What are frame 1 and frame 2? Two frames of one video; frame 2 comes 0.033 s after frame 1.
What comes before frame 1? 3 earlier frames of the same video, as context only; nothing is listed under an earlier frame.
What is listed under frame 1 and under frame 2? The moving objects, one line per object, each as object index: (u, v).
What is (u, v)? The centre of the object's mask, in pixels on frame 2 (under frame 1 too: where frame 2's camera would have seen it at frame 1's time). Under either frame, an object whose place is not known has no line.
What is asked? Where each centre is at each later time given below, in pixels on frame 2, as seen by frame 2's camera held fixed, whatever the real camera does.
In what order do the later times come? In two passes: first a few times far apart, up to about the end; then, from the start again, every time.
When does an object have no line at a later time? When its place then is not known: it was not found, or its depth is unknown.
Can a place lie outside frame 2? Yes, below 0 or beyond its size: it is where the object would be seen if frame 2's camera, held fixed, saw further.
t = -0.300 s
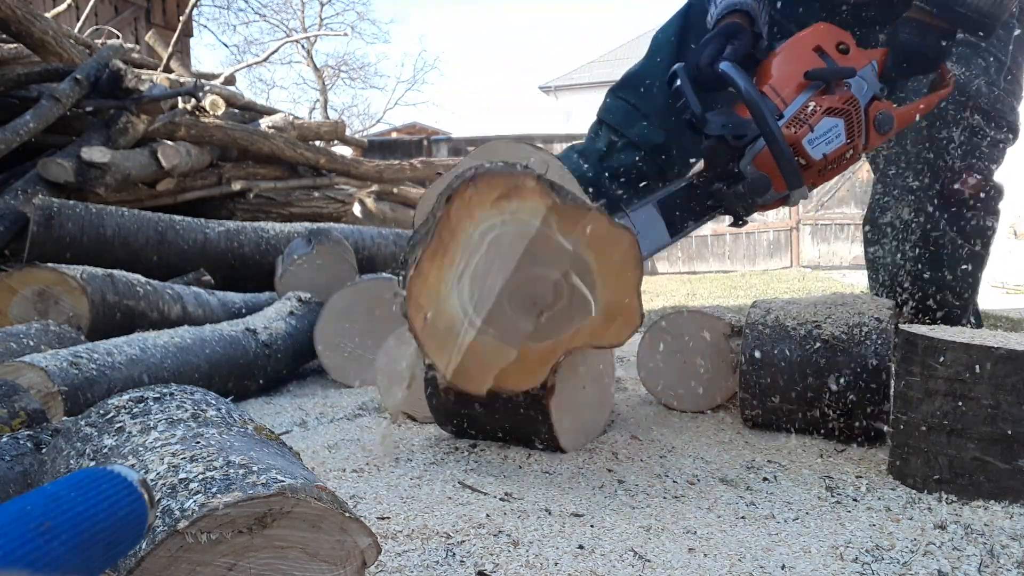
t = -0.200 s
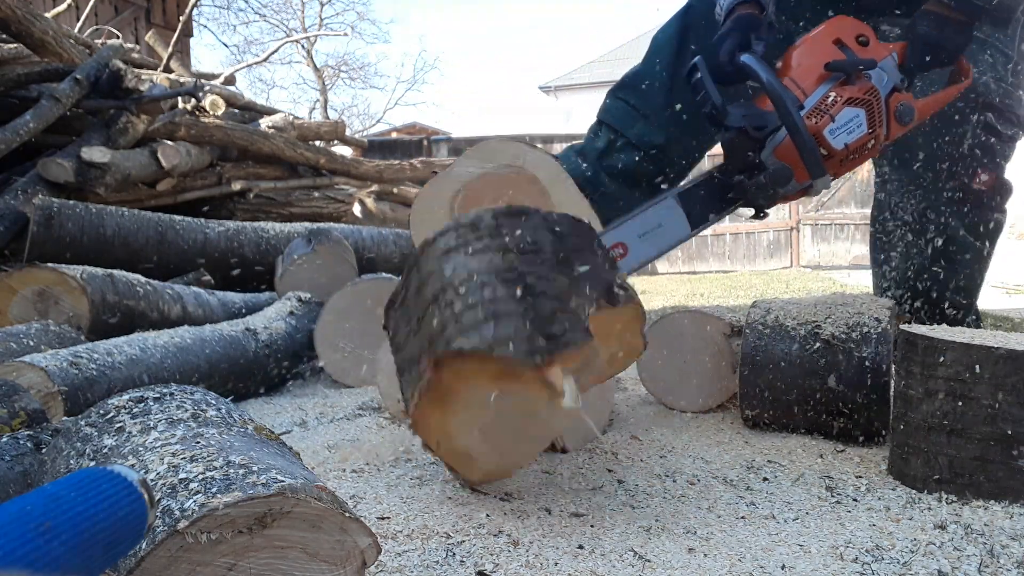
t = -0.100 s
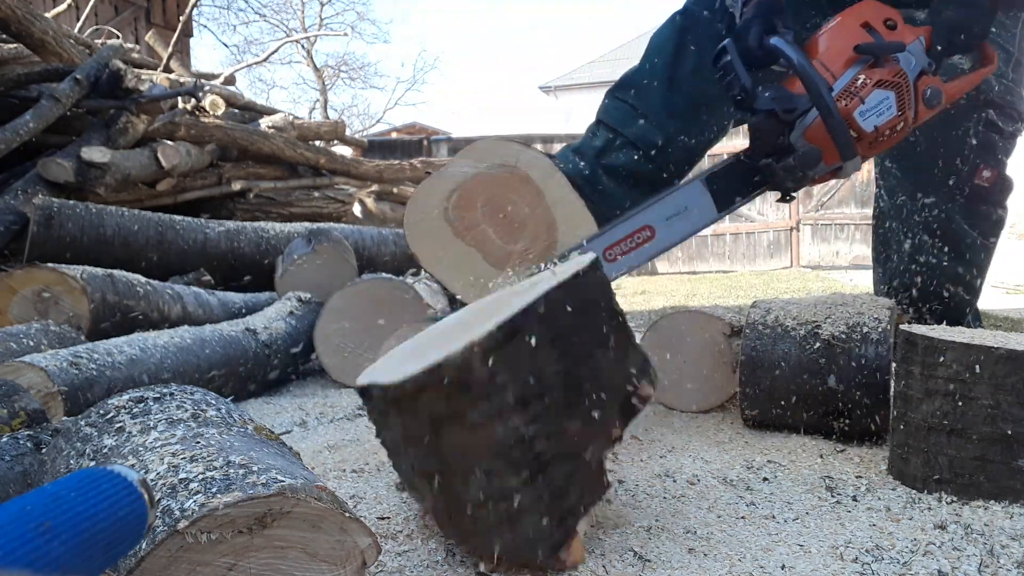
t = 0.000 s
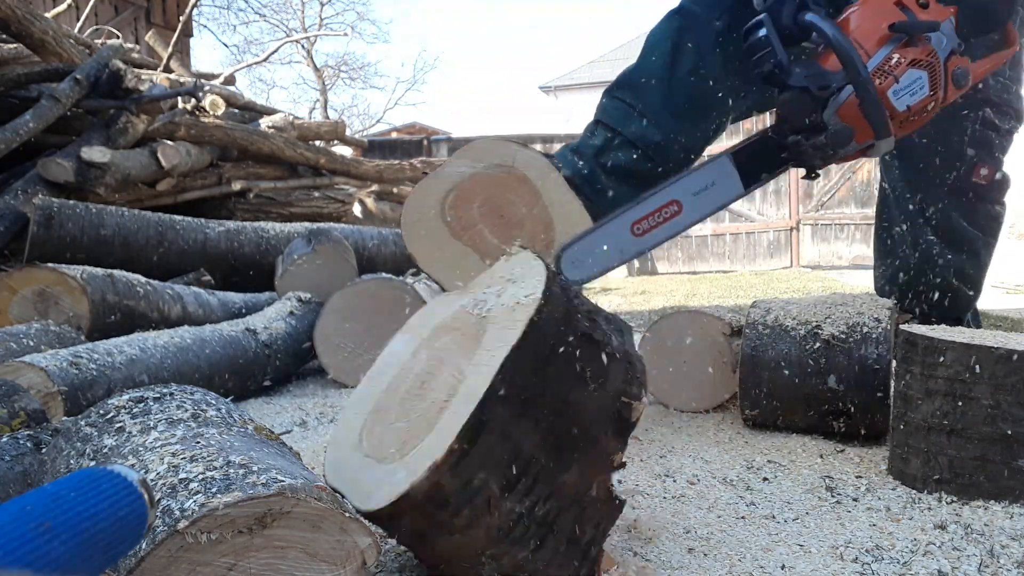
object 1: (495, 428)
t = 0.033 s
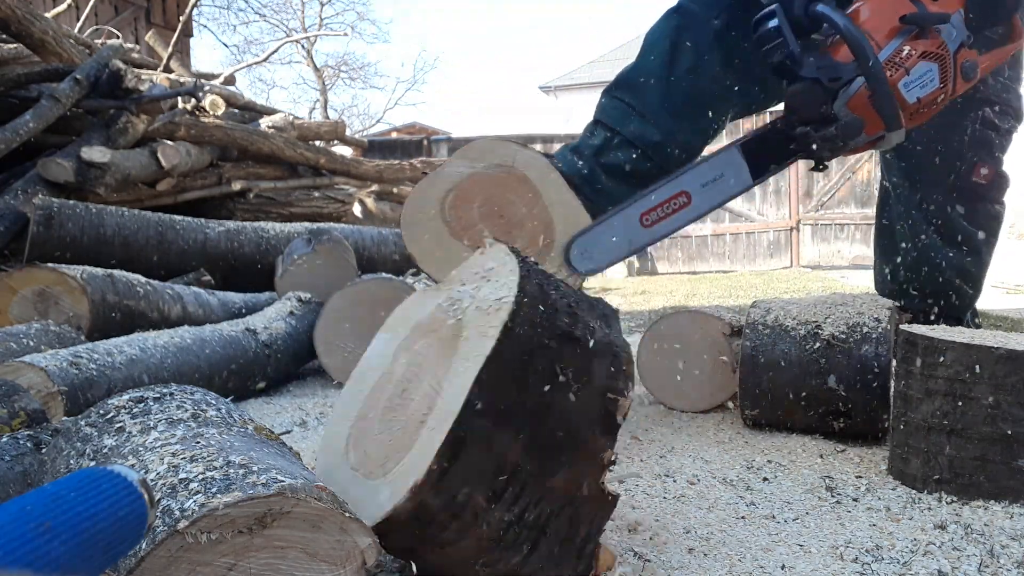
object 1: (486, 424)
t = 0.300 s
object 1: (421, 421)
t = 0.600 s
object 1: (427, 424)
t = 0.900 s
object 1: (427, 424)
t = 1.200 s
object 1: (425, 423)
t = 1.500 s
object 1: (425, 423)
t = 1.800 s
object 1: (425, 423)
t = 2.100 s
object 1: (424, 423)
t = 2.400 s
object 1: (424, 423)
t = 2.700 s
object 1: (424, 423)
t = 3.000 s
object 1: (424, 423)
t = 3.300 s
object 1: (424, 423)
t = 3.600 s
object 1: (424, 423)
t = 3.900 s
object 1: (424, 423)
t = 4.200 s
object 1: (424, 423)
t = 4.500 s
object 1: (424, 423)
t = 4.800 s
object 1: (424, 423)
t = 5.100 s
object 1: (424, 423)
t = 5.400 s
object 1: (424, 423)
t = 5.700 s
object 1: (424, 423)
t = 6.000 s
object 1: (424, 423)
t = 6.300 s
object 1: (424, 423)
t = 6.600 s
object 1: (424, 423)
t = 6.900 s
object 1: (424, 423)
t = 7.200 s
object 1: (424, 423)
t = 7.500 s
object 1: (424, 423)
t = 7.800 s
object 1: (425, 423)
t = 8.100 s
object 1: (425, 423)
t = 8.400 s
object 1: (425, 423)
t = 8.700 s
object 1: (424, 423)
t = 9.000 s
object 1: (424, 423)
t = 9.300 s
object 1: (424, 423)
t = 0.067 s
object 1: (476, 422)
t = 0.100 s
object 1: (466, 420)
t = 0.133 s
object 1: (456, 420)
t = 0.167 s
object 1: (445, 421)
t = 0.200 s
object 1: (437, 423)
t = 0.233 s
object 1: (428, 423)
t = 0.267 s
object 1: (422, 422)
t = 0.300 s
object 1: (421, 421)
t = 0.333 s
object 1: (422, 420)
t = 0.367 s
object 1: (424, 420)
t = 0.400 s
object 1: (427, 421)
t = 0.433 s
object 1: (429, 423)
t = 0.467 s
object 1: (431, 423)
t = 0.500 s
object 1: (427, 423)
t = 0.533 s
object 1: (427, 424)
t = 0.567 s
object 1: (428, 424)
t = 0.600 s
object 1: (427, 424)
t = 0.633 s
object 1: (427, 424)
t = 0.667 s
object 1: (427, 424)
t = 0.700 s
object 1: (427, 424)
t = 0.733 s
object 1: (427, 423)
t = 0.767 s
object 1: (427, 423)
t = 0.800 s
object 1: (427, 423)
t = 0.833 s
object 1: (427, 424)
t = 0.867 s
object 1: (427, 424)
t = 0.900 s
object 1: (427, 424)
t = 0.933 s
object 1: (427, 424)
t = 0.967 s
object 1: (427, 424)
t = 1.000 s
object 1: (426, 423)
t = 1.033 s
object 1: (427, 424)
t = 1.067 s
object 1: (426, 423)
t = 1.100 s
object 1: (426, 423)
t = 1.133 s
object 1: (425, 423)
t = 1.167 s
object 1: (425, 423)
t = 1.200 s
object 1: (425, 423)
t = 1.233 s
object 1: (425, 423)
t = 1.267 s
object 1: (425, 423)
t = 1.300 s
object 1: (425, 423)
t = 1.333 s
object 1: (425, 423)
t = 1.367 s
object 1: (425, 423)
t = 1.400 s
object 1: (425, 423)
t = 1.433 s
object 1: (425, 423)
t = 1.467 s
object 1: (425, 423)
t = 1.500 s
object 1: (425, 423)
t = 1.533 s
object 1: (425, 423)
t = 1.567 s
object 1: (425, 423)
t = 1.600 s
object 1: (425, 423)
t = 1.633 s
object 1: (425, 423)
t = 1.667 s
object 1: (425, 423)
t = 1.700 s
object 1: (425, 423)
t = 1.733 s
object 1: (425, 423)
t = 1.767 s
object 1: (425, 423)
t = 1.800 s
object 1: (425, 423)
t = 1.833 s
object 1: (425, 423)
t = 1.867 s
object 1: (425, 423)
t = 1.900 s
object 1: (425, 423)
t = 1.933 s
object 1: (425, 423)
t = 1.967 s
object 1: (425, 423)
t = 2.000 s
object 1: (425, 423)
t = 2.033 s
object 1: (424, 423)
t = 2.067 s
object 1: (425, 423)
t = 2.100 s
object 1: (424, 423)
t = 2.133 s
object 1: (424, 423)
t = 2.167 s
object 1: (424, 423)
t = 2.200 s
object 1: (424, 423)
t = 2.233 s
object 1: (424, 423)
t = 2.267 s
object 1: (425, 423)
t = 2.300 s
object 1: (425, 423)
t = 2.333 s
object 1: (425, 423)
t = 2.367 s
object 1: (424, 423)
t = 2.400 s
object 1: (424, 423)
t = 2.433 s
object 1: (424, 423)
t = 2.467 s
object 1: (424, 423)
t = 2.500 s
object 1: (424, 423)
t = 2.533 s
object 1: (424, 423)
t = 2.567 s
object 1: (424, 423)
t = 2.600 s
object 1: (424, 423)
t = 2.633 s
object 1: (424, 423)
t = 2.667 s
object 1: (424, 423)
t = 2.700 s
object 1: (424, 423)
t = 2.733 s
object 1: (424, 423)
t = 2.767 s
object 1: (424, 423)
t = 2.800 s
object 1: (424, 423)
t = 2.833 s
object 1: (424, 423)
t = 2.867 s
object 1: (424, 423)
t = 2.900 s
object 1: (424, 423)
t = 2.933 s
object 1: (424, 423)
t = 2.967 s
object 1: (424, 423)
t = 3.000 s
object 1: (424, 423)
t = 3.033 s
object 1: (424, 423)
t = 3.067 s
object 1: (424, 423)
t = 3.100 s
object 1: (424, 423)
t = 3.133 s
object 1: (424, 423)
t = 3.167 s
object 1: (424, 423)
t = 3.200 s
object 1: (424, 423)
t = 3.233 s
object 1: (424, 423)
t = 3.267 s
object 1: (424, 423)
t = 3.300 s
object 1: (424, 423)
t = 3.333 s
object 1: (424, 423)
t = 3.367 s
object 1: (424, 423)
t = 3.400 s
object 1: (424, 423)
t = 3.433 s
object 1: (424, 423)
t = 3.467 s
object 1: (424, 423)
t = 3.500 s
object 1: (424, 423)
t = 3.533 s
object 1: (424, 423)
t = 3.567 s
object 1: (424, 423)
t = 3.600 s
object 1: (424, 423)
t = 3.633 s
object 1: (424, 423)
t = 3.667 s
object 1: (424, 423)
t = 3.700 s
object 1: (424, 423)
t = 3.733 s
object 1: (424, 423)
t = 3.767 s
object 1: (424, 423)
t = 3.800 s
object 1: (424, 423)
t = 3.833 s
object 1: (424, 423)
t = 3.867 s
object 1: (424, 423)
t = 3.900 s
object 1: (424, 423)
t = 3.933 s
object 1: (424, 423)
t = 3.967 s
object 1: (424, 423)
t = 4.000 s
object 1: (424, 423)
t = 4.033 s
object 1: (424, 423)
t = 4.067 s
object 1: (424, 423)
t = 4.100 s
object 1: (424, 423)
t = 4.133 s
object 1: (424, 423)
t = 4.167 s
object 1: (424, 423)
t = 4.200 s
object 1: (424, 423)
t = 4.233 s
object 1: (424, 423)
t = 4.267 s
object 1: (424, 423)
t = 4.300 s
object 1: (424, 423)
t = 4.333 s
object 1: (424, 423)
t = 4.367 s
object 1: (424, 423)
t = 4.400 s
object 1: (424, 423)
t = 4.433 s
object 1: (424, 423)
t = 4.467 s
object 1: (424, 423)
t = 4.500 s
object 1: (424, 423)
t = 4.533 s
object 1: (424, 423)
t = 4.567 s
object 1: (424, 423)
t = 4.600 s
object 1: (424, 423)
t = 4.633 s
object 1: (424, 423)
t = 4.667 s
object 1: (424, 423)
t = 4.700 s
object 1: (424, 423)
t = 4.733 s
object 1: (424, 423)
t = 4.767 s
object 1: (424, 423)
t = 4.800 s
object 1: (424, 423)
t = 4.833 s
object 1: (424, 423)
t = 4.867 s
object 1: (424, 423)
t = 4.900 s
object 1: (424, 423)
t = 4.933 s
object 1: (424, 423)
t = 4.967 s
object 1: (424, 423)
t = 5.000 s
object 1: (424, 423)
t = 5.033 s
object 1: (424, 423)
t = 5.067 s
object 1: (424, 423)
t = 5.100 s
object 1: (424, 423)
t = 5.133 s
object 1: (424, 423)
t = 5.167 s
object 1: (424, 423)
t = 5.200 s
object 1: (424, 423)
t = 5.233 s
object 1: (424, 423)
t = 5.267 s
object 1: (424, 423)
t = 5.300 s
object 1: (424, 423)
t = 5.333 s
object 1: (424, 423)
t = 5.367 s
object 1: (424, 423)
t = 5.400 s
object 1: (424, 423)
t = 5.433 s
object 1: (424, 423)
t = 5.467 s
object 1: (424, 423)
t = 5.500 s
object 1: (424, 423)
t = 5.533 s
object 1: (424, 423)
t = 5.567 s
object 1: (424, 423)
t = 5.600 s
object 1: (424, 423)
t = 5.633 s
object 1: (424, 423)
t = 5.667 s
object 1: (424, 423)
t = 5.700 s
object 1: (424, 423)
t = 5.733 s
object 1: (424, 423)
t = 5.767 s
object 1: (424, 423)
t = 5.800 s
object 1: (424, 423)
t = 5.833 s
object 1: (424, 423)
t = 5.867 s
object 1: (424, 423)
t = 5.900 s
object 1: (424, 423)
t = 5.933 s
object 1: (424, 423)
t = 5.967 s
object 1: (424, 423)
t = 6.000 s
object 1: (424, 423)
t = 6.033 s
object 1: (424, 423)
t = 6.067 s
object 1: (424, 423)
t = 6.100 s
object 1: (424, 423)
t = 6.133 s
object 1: (424, 423)
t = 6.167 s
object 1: (424, 423)
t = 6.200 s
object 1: (424, 423)
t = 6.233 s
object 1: (424, 423)
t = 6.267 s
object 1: (424, 423)
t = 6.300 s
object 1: (424, 423)
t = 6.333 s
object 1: (424, 423)
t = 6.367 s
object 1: (424, 423)
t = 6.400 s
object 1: (424, 423)
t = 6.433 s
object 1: (424, 423)
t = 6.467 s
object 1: (424, 423)
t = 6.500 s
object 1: (424, 423)
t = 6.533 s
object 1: (424, 423)
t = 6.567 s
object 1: (424, 423)
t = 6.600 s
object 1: (424, 423)
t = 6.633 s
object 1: (424, 423)
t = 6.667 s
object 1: (424, 423)
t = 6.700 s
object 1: (424, 423)
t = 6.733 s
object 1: (424, 423)
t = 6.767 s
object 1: (424, 423)
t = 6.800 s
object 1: (424, 423)
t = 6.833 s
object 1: (424, 423)
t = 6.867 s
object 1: (424, 423)
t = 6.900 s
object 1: (424, 423)
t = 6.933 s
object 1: (424, 423)
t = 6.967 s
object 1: (424, 423)
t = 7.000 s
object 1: (424, 423)
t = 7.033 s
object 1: (424, 423)
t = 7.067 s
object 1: (424, 423)
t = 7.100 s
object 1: (424, 423)
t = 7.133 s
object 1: (424, 423)
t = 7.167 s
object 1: (424, 423)
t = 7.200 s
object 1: (424, 423)
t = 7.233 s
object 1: (424, 423)
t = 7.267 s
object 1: (424, 423)
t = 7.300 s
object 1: (424, 423)
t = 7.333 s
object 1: (424, 423)
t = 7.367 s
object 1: (424, 423)
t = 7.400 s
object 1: (424, 423)
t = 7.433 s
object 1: (424, 423)
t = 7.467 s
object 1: (424, 423)
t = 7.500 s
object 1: (424, 423)
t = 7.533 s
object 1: (424, 423)
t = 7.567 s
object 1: (424, 423)
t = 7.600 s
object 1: (424, 423)
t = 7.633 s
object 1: (425, 423)
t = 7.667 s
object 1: (425, 423)
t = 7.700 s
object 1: (424, 423)
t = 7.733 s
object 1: (424, 423)
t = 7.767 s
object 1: (425, 423)
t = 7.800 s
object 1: (425, 423)
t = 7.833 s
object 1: (425, 423)
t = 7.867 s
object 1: (425, 423)
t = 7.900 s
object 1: (425, 423)
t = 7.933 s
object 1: (425, 423)
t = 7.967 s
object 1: (424, 423)
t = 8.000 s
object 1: (425, 423)
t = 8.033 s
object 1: (425, 423)
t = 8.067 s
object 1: (425, 423)
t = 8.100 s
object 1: (425, 423)
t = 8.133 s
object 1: (425, 423)
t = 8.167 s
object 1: (425, 423)
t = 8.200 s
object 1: (425, 423)
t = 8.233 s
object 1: (425, 423)
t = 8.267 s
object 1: (425, 423)
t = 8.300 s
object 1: (425, 423)
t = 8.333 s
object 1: (425, 423)
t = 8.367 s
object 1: (425, 423)
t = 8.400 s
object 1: (425, 423)
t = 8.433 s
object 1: (425, 423)
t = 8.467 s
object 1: (424, 423)
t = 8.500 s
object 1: (424, 423)
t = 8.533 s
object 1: (424, 423)
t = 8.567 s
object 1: (424, 423)
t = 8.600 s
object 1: (424, 423)
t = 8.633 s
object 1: (424, 423)
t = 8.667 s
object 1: (424, 423)
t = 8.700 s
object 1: (424, 423)
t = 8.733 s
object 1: (424, 423)
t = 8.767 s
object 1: (424, 423)
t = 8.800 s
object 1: (424, 423)
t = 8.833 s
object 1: (424, 423)
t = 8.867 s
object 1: (424, 423)
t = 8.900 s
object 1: (424, 423)
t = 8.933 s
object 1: (424, 423)
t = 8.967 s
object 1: (424, 423)
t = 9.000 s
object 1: (424, 423)
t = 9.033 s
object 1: (424, 423)
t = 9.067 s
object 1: (424, 423)
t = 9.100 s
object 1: (424, 423)
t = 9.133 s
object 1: (424, 423)
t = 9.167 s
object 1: (424, 423)
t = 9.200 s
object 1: (424, 423)
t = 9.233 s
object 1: (424, 423)
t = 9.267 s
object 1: (424, 423)
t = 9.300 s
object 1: (424, 423)
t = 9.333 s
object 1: (424, 423)
